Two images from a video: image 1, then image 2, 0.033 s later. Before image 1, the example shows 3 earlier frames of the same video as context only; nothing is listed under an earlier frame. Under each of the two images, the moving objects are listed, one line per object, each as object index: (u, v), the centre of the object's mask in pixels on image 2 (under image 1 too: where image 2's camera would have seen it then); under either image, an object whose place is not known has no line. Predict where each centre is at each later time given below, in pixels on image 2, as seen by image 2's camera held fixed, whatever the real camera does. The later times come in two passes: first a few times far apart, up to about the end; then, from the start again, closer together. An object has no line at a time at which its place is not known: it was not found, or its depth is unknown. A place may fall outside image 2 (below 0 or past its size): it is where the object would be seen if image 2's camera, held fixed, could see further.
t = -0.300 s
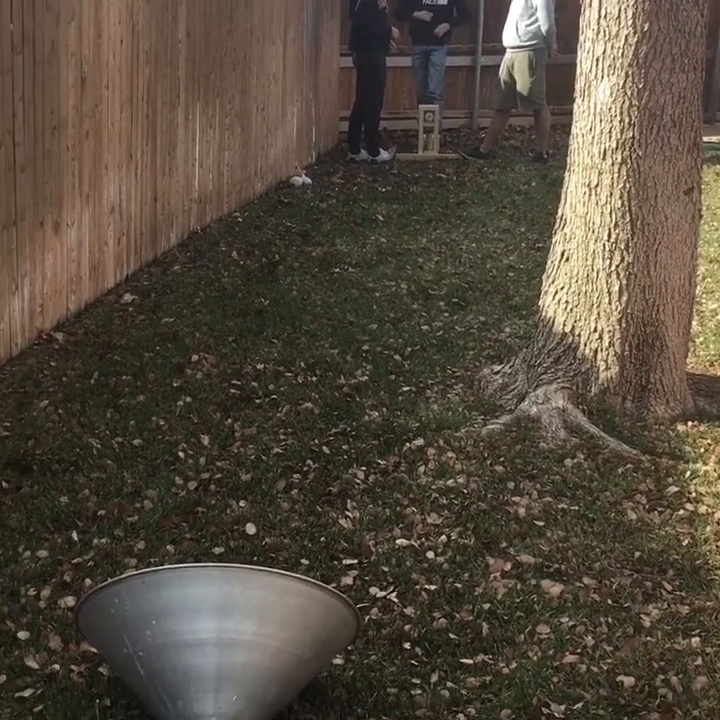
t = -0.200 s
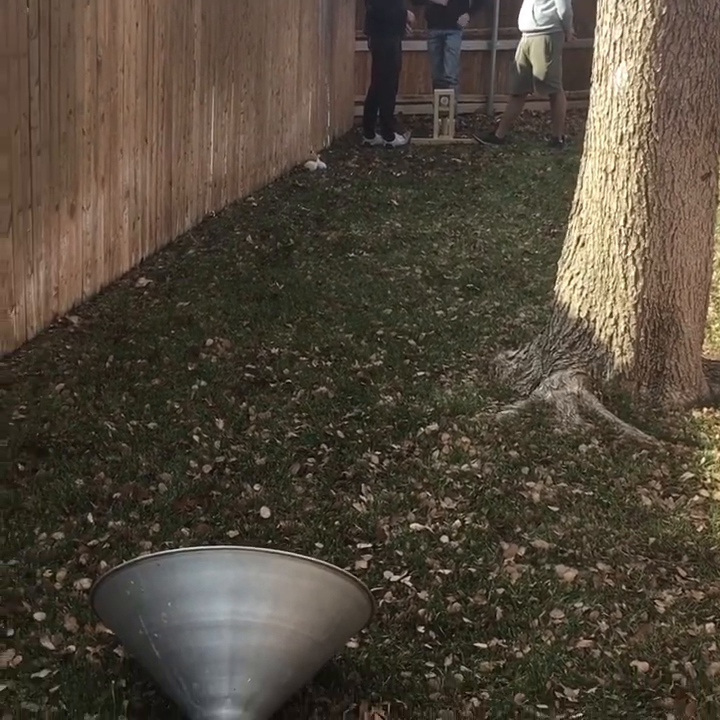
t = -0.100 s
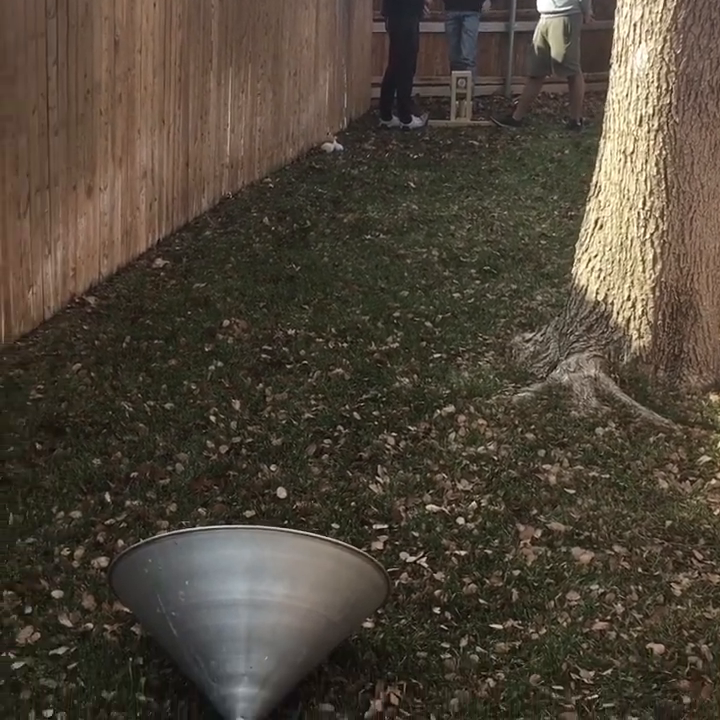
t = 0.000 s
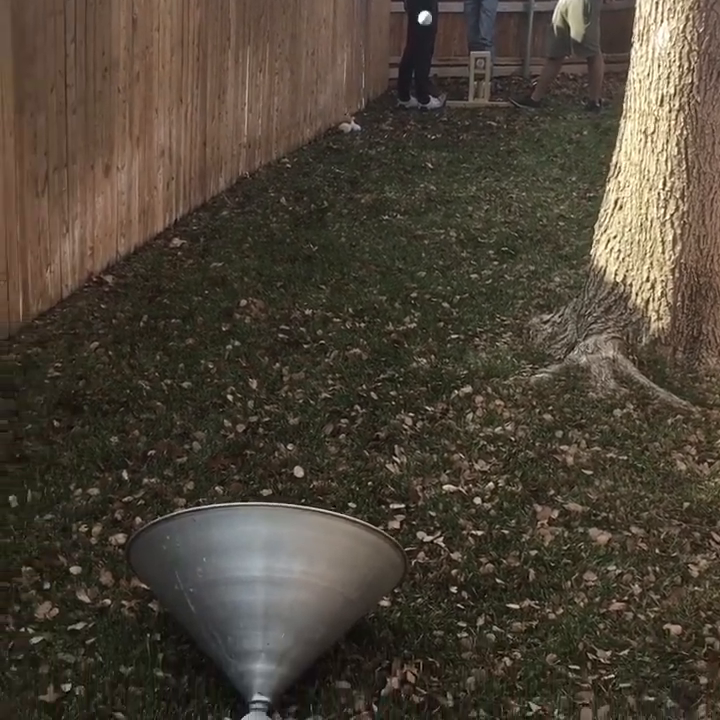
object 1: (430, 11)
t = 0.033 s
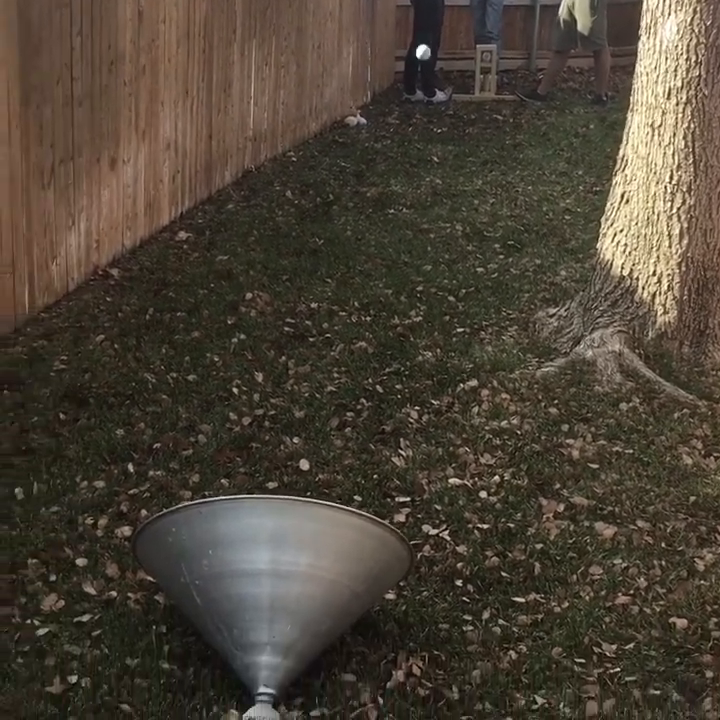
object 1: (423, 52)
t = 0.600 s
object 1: (364, 459)
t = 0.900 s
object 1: (402, 389)
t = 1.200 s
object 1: (388, 369)
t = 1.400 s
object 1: (391, 372)
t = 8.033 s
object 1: (391, 373)
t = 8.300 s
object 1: (391, 373)
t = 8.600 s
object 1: (392, 372)
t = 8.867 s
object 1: (391, 373)
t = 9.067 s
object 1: (391, 373)
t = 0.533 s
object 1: (341, 488)
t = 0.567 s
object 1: (353, 471)
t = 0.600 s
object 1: (364, 459)
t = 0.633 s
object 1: (373, 446)
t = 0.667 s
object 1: (379, 435)
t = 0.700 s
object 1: (383, 420)
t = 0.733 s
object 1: (388, 410)
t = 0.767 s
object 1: (391, 401)
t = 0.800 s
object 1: (395, 396)
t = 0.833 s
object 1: (398, 393)
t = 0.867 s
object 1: (400, 390)
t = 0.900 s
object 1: (402, 389)
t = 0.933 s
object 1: (401, 385)
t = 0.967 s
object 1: (401, 378)
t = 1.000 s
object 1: (399, 374)
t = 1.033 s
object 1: (397, 374)
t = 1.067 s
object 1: (396, 374)
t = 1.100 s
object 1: (394, 373)
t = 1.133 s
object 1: (391, 370)
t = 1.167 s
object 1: (389, 368)
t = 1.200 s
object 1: (388, 369)
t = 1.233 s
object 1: (387, 370)
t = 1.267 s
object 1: (387, 370)
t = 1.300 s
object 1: (388, 372)
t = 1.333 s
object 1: (389, 372)
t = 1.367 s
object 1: (390, 372)
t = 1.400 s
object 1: (391, 372)
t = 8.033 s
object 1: (391, 373)
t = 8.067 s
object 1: (391, 373)
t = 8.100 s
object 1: (391, 373)
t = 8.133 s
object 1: (391, 373)
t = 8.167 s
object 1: (391, 373)
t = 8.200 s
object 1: (391, 372)
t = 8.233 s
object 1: (391, 372)
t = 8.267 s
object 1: (391, 373)
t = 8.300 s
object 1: (391, 373)
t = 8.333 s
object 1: (391, 373)
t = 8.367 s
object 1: (391, 373)
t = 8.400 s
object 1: (391, 373)
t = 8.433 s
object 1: (391, 373)
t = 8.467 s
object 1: (391, 373)
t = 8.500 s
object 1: (391, 372)
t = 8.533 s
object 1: (391, 373)
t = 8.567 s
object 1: (391, 372)
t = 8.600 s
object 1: (392, 372)
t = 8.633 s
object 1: (391, 373)
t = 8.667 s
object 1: (391, 373)
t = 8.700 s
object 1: (391, 373)
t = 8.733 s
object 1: (391, 373)
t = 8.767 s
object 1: (391, 373)
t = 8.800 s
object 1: (391, 373)
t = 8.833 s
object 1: (391, 373)
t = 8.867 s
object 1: (391, 373)
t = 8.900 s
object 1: (391, 373)
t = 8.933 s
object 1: (391, 373)
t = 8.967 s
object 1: (391, 373)
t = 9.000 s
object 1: (391, 373)
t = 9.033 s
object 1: (390, 373)
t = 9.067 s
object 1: (391, 373)
